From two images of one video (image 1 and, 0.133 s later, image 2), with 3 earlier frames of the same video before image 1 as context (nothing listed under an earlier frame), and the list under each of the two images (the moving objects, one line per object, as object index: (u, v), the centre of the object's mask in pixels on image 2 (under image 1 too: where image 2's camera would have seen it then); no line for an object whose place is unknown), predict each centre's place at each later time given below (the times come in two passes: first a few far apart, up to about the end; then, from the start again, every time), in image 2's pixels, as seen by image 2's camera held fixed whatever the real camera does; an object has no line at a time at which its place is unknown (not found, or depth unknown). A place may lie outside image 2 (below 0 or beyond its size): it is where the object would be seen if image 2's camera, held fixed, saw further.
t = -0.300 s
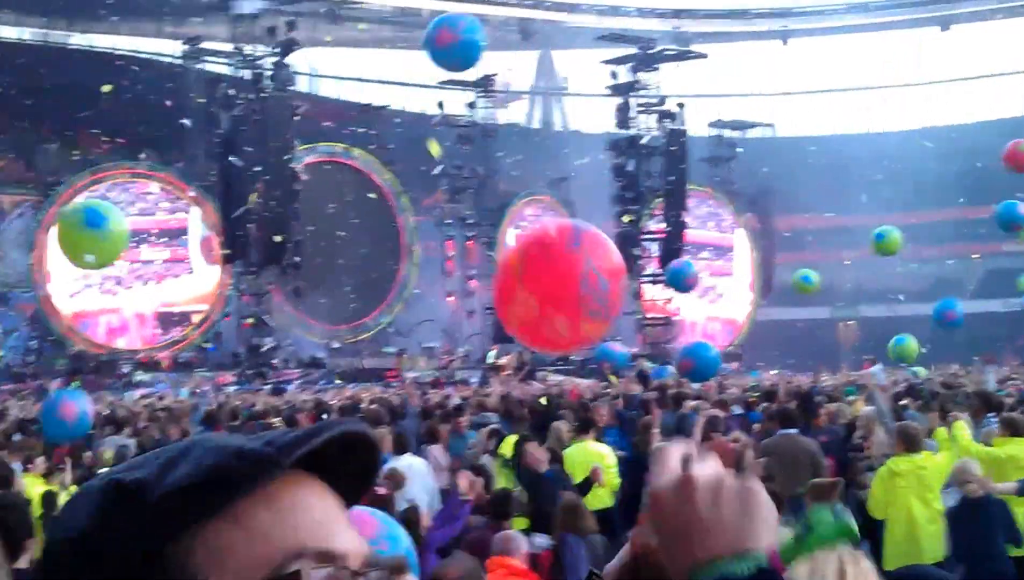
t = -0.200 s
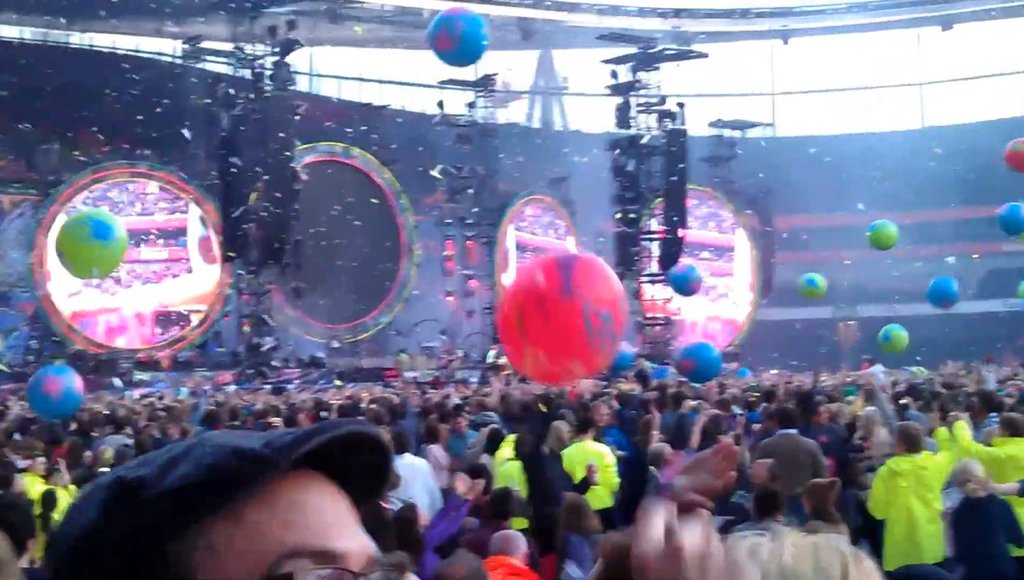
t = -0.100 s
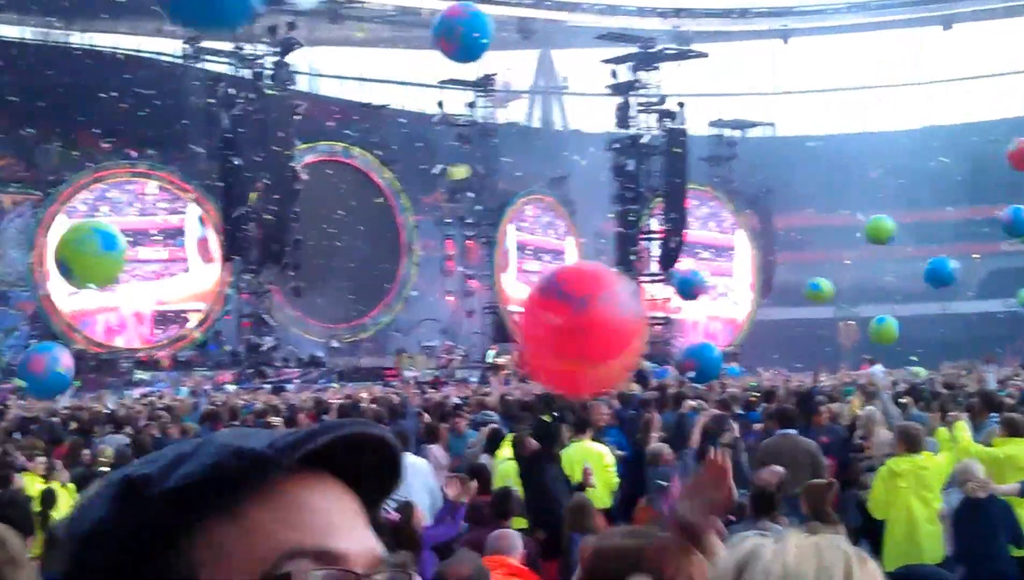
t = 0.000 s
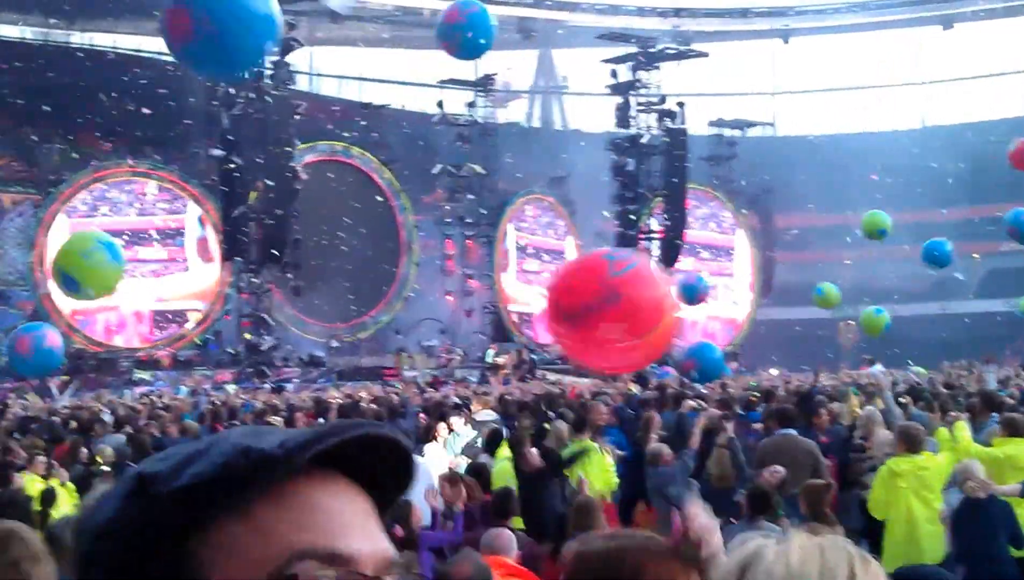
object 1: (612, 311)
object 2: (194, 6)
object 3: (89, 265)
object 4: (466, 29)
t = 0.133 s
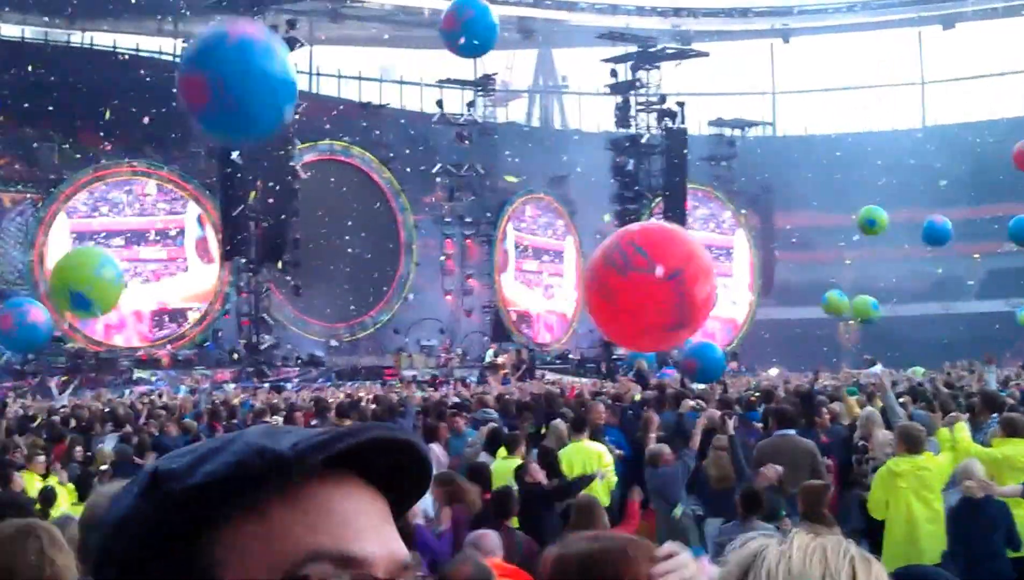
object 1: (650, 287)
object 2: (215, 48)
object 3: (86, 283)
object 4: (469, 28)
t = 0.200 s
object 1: (666, 276)
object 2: (218, 84)
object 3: (86, 292)
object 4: (471, 28)
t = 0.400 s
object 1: (719, 246)
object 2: (252, 180)
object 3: (86, 321)
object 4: (472, 30)
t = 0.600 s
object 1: (767, 229)
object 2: (301, 288)
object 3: (83, 353)
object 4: (473, 34)
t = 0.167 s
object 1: (658, 281)
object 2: (214, 66)
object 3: (86, 288)
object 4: (470, 28)
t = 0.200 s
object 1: (666, 276)
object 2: (218, 84)
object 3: (86, 292)
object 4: (471, 28)
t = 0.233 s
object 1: (675, 269)
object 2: (221, 100)
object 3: (85, 297)
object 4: (471, 28)
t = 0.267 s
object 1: (686, 264)
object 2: (230, 114)
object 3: (85, 301)
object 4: (471, 28)
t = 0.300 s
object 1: (694, 260)
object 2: (233, 127)
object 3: (85, 307)
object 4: (472, 29)
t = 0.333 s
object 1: (702, 255)
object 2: (239, 145)
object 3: (85, 312)
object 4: (472, 29)
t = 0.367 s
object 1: (710, 250)
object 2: (246, 162)
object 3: (85, 317)
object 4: (472, 29)
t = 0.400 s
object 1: (719, 246)
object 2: (252, 180)
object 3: (86, 321)
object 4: (472, 30)
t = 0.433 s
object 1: (726, 243)
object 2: (259, 195)
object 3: (85, 327)
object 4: (473, 30)
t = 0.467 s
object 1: (734, 241)
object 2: (265, 214)
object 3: (84, 333)
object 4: (473, 31)
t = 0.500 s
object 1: (742, 237)
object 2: (274, 233)
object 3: (84, 337)
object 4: (473, 31)
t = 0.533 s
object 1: (750, 235)
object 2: (281, 250)
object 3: (84, 342)
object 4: (473, 32)
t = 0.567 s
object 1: (759, 232)
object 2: (289, 268)
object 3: (83, 348)
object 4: (473, 33)
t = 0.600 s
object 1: (767, 229)
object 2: (301, 288)
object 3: (83, 353)
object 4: (473, 34)
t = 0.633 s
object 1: (775, 227)
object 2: (309, 308)
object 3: (83, 359)
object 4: (473, 36)
